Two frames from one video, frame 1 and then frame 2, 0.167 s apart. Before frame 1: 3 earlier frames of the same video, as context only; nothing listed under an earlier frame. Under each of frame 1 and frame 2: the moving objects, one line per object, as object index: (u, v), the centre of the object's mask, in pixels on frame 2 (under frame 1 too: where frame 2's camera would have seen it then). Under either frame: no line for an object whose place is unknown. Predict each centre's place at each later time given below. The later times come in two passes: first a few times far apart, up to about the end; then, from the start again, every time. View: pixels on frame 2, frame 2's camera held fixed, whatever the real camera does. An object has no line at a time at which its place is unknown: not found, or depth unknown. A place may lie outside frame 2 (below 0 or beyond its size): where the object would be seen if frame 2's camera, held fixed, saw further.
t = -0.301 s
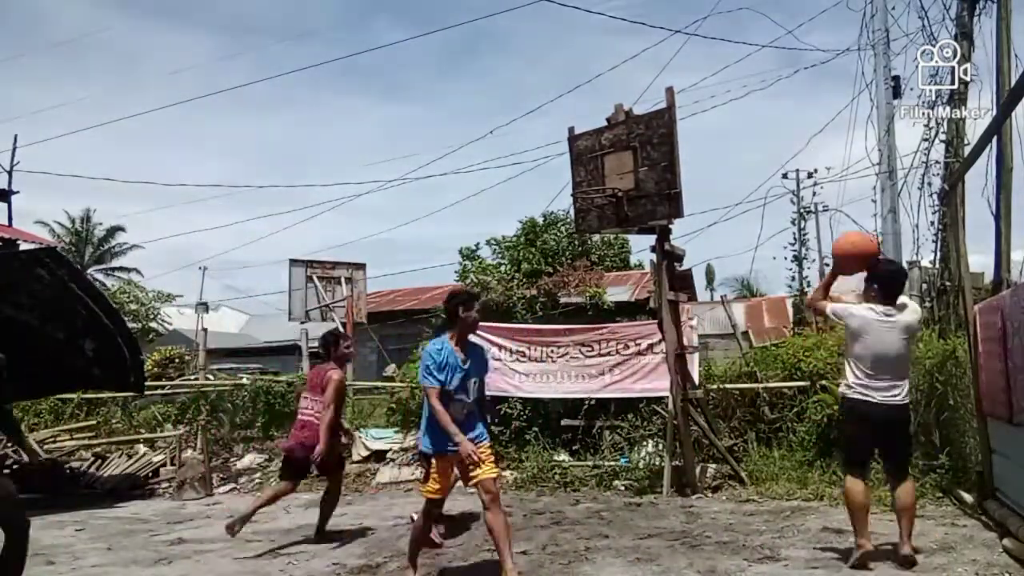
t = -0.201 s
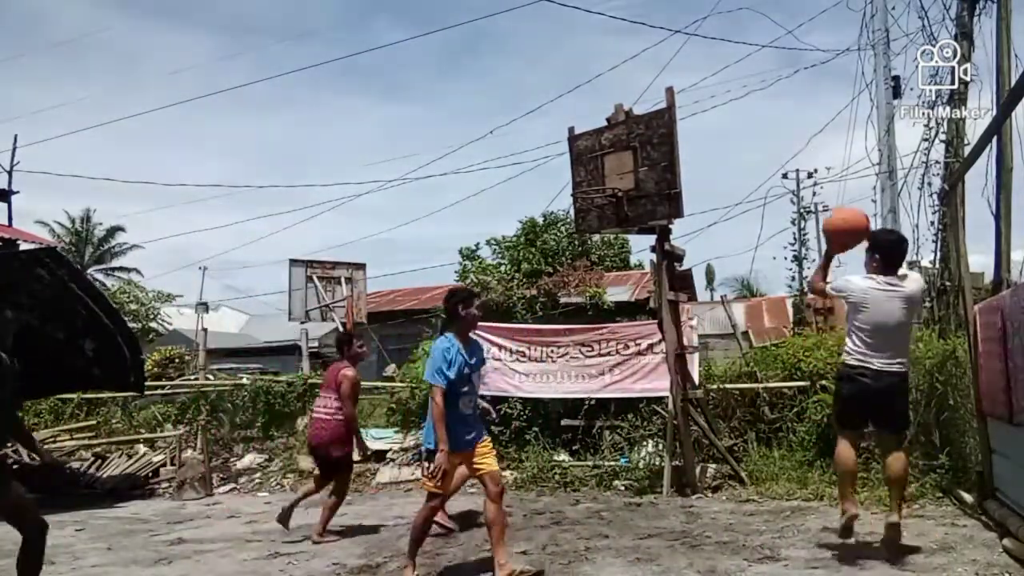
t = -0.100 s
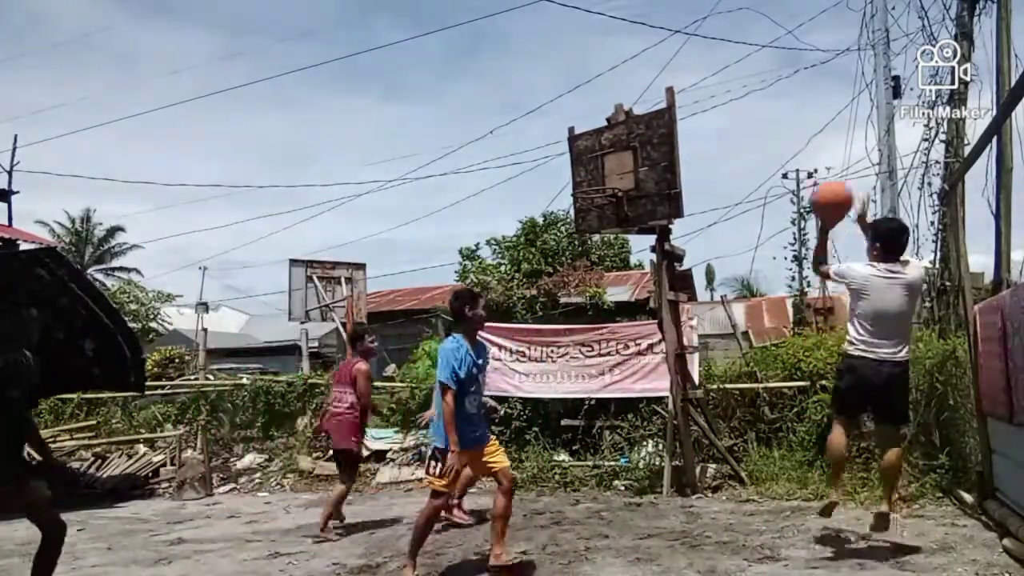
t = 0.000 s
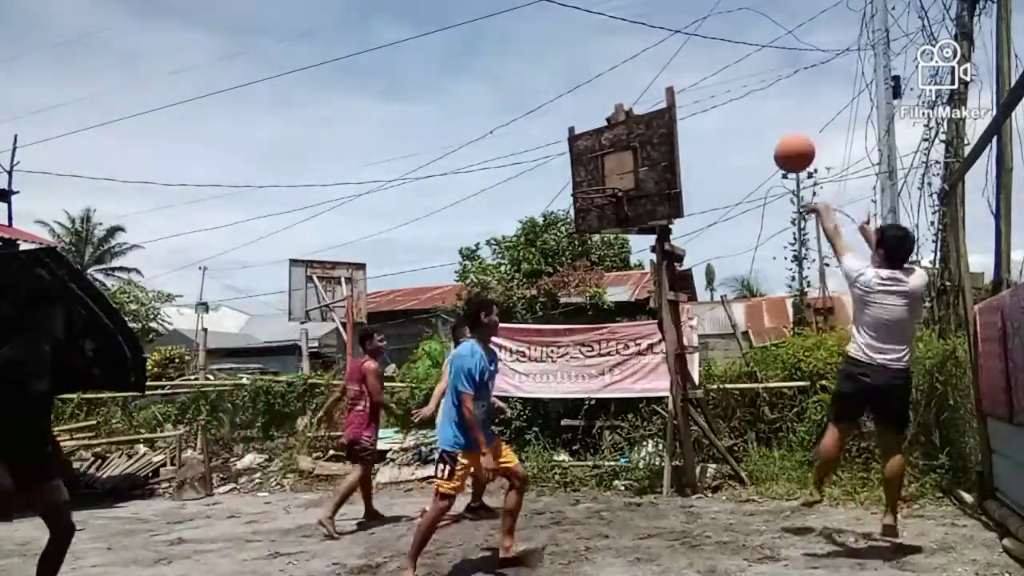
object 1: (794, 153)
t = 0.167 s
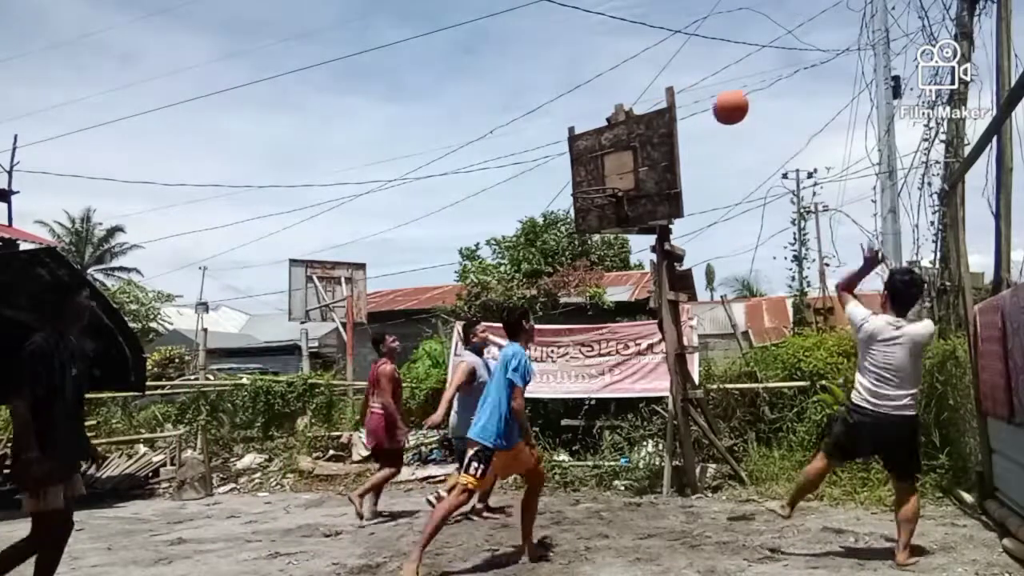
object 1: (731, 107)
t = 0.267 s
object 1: (699, 100)
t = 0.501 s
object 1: (638, 130)
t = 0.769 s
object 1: (595, 165)
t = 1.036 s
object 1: (566, 194)
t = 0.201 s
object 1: (720, 103)
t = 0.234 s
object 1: (709, 101)
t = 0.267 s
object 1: (699, 100)
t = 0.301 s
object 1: (689, 100)
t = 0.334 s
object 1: (681, 103)
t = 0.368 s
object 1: (672, 106)
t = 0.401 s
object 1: (663, 110)
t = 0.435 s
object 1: (655, 116)
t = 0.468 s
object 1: (647, 122)
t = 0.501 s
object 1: (638, 130)
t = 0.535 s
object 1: (631, 139)
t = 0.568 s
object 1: (626, 150)
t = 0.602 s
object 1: (619, 161)
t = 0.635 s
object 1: (612, 173)
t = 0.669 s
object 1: (609, 173)
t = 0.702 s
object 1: (603, 169)
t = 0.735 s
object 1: (600, 166)
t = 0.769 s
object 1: (595, 165)
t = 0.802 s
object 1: (592, 165)
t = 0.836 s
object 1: (589, 166)
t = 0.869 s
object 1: (586, 168)
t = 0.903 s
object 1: (581, 170)
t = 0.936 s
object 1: (576, 174)
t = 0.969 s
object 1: (573, 179)
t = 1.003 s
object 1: (569, 185)
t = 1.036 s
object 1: (566, 194)
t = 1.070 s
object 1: (563, 202)
